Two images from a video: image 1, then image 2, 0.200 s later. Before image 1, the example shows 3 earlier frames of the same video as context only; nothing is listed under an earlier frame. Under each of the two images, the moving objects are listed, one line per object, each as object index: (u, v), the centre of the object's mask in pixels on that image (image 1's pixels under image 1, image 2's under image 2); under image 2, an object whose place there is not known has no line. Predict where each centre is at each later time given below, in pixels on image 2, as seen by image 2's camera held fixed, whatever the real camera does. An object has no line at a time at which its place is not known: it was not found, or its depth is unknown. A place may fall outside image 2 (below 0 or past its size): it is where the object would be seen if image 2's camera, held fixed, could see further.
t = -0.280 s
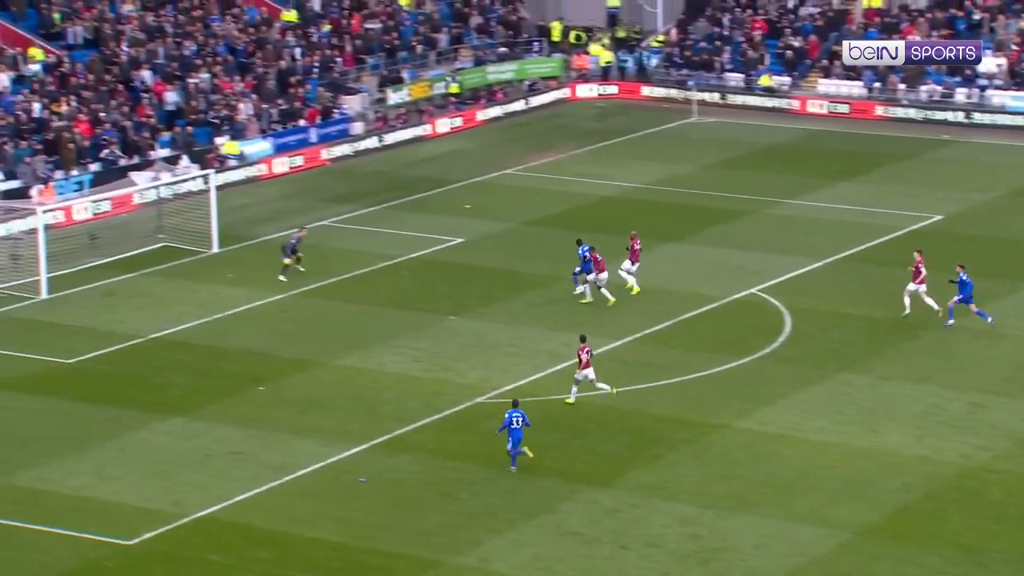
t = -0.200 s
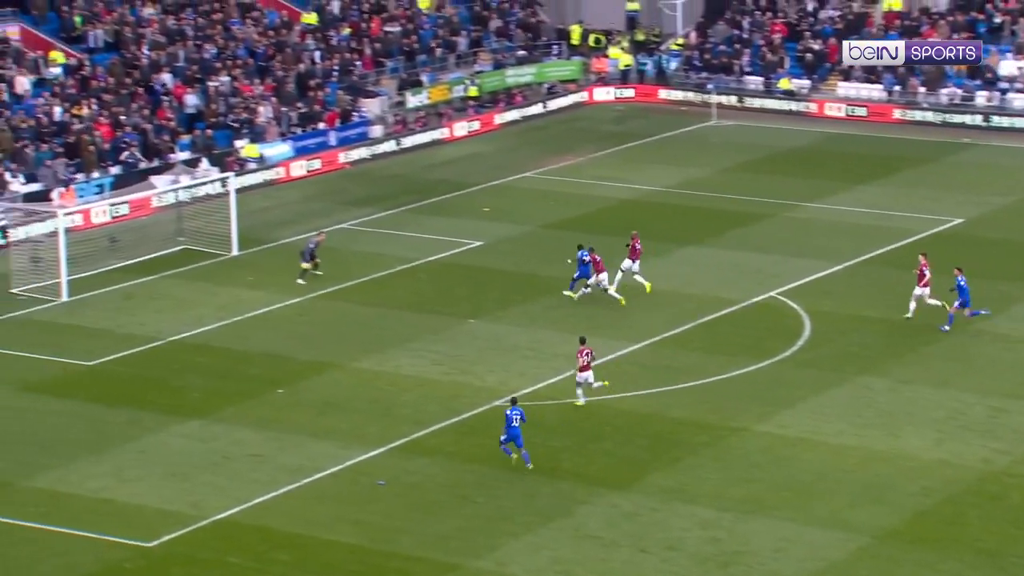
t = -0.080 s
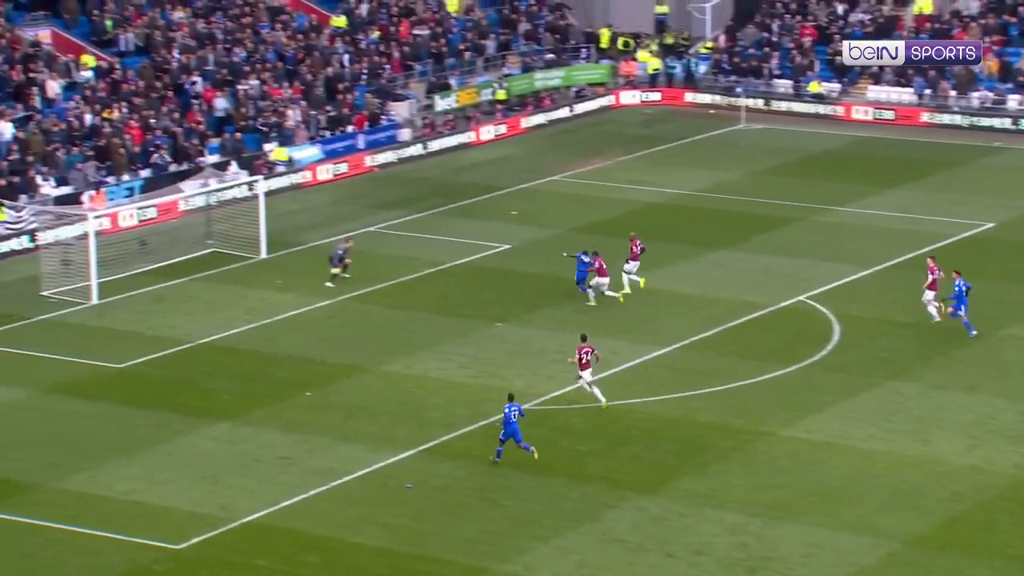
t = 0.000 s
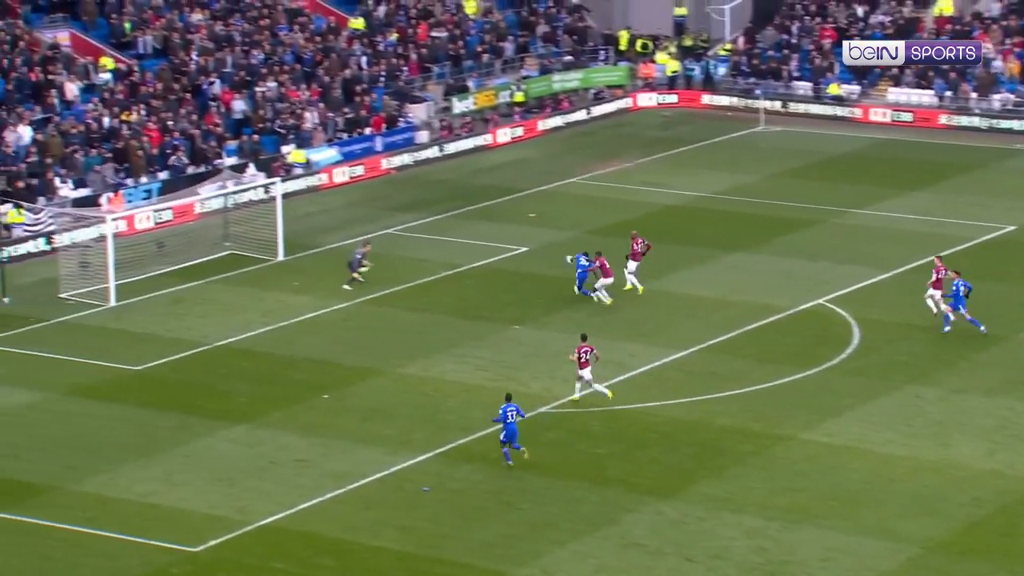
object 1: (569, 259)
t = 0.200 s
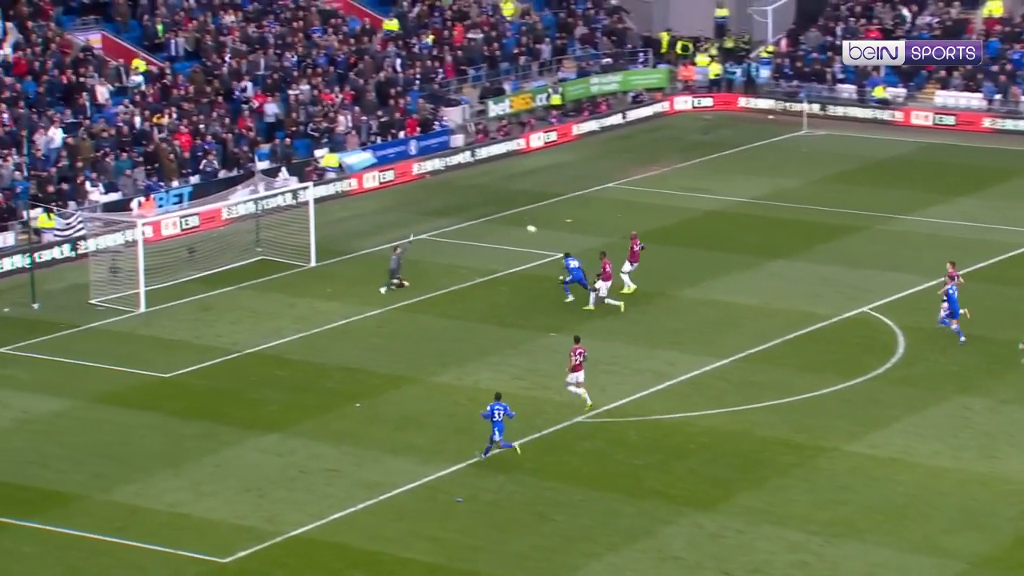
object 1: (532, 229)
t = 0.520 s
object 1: (415, 206)
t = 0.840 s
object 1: (309, 223)
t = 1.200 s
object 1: (219, 224)
